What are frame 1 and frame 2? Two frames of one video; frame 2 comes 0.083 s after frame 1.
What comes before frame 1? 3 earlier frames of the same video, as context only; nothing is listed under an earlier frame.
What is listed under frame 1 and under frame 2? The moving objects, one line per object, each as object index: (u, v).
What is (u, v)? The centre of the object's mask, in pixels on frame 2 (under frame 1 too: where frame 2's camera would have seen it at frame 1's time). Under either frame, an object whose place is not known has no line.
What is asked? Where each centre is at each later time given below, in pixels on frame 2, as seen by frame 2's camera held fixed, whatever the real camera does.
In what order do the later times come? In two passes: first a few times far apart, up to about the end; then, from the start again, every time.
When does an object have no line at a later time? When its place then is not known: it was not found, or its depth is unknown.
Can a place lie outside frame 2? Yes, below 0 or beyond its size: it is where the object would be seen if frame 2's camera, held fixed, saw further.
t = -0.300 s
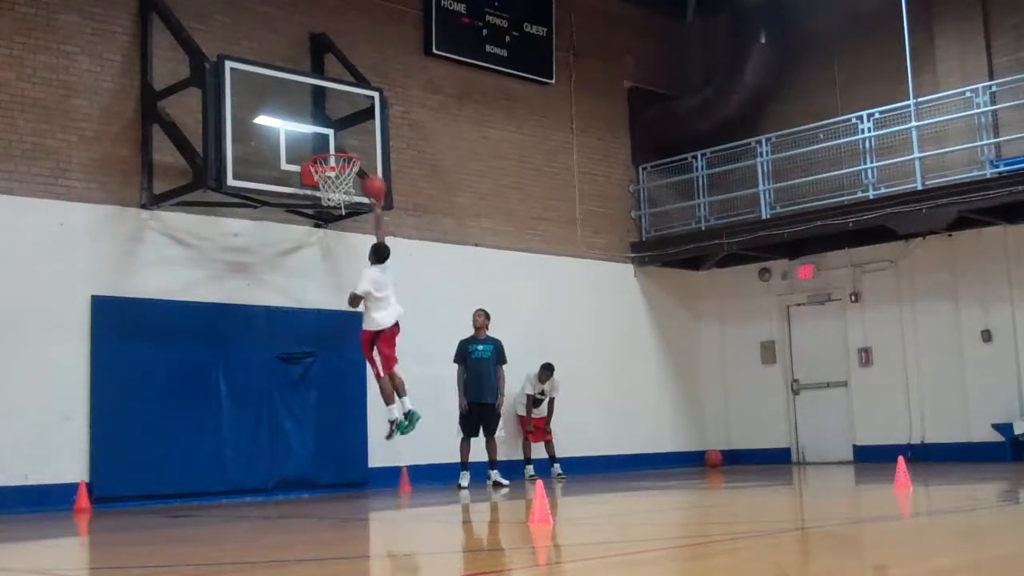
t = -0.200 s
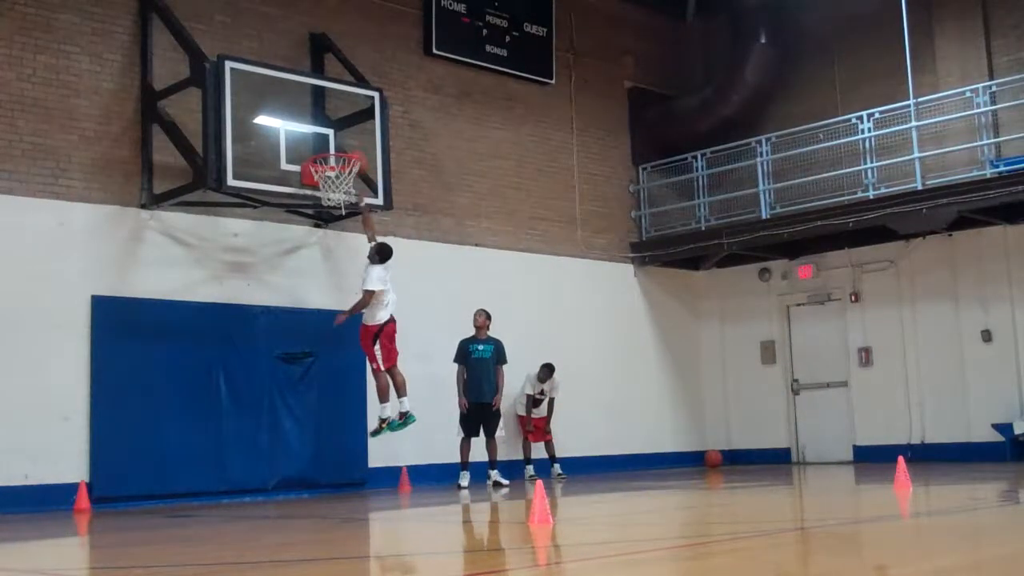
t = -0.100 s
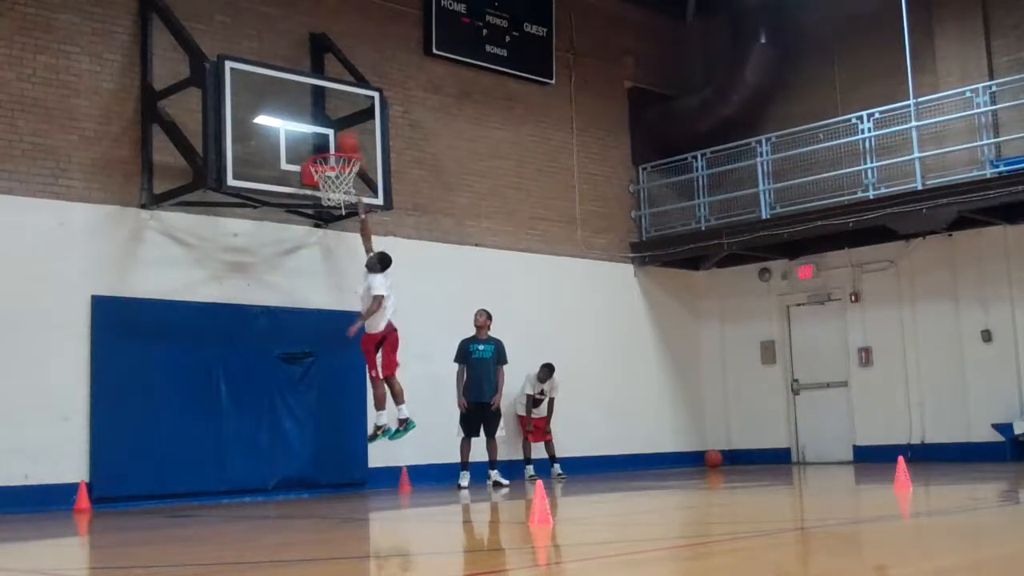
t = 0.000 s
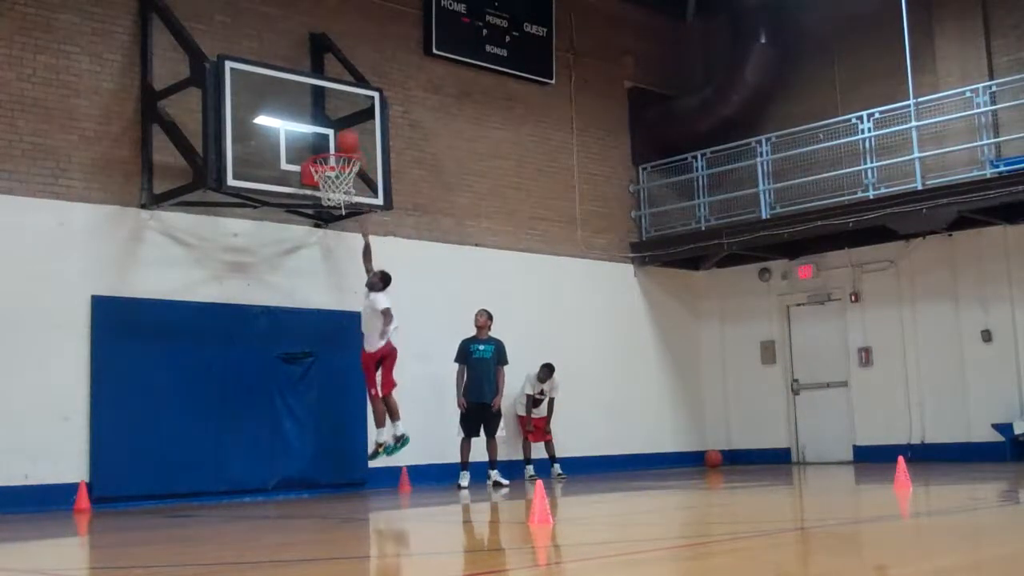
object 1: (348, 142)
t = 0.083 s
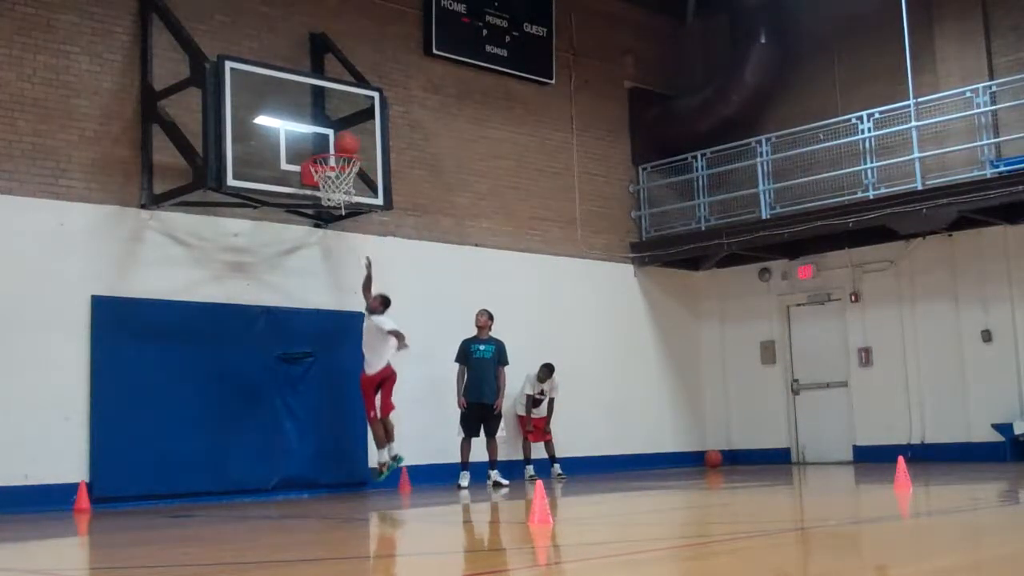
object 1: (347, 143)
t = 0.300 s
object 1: (345, 195)
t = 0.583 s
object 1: (335, 297)
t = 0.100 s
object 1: (347, 143)
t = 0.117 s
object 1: (347, 144)
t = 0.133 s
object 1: (347, 145)
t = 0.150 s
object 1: (347, 146)
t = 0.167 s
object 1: (348, 145)
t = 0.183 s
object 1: (347, 161)
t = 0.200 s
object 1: (342, 164)
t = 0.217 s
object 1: (345, 168)
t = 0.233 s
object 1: (343, 169)
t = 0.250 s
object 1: (344, 172)
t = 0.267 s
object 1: (344, 170)
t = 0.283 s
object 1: (339, 193)
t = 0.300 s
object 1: (345, 195)
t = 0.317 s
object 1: (344, 196)
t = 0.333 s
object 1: (343, 196)
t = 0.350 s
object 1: (342, 201)
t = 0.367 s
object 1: (340, 205)
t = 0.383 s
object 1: (340, 210)
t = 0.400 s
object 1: (340, 215)
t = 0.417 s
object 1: (340, 221)
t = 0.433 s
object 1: (339, 227)
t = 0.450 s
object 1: (339, 234)
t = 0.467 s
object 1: (338, 241)
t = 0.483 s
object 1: (338, 247)
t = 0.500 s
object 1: (337, 255)
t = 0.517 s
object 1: (337, 263)
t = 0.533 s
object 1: (337, 271)
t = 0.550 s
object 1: (336, 279)
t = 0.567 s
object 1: (336, 287)
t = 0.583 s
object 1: (335, 297)
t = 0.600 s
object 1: (335, 307)
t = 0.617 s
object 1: (334, 317)
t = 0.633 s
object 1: (334, 327)
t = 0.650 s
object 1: (333, 336)
